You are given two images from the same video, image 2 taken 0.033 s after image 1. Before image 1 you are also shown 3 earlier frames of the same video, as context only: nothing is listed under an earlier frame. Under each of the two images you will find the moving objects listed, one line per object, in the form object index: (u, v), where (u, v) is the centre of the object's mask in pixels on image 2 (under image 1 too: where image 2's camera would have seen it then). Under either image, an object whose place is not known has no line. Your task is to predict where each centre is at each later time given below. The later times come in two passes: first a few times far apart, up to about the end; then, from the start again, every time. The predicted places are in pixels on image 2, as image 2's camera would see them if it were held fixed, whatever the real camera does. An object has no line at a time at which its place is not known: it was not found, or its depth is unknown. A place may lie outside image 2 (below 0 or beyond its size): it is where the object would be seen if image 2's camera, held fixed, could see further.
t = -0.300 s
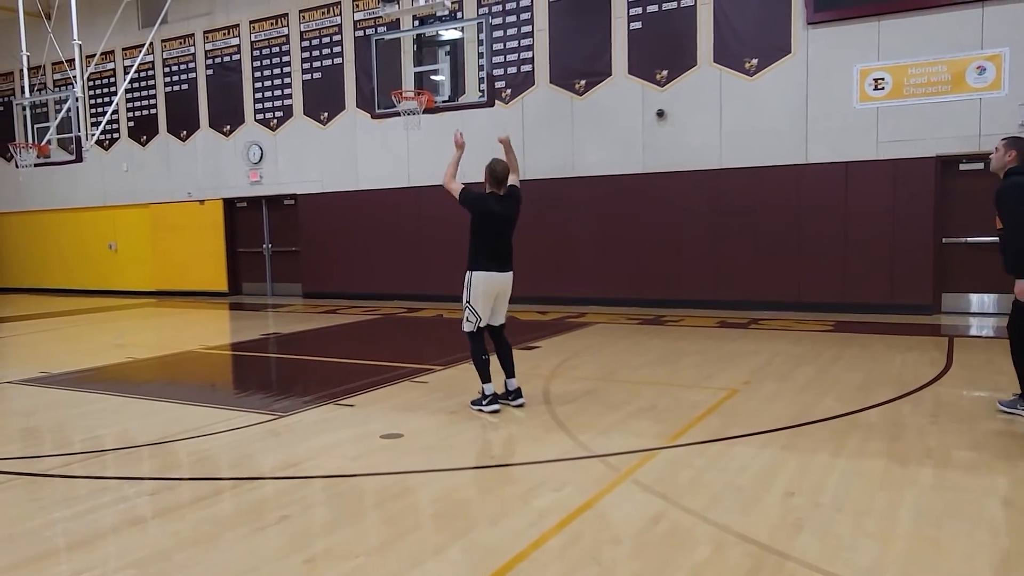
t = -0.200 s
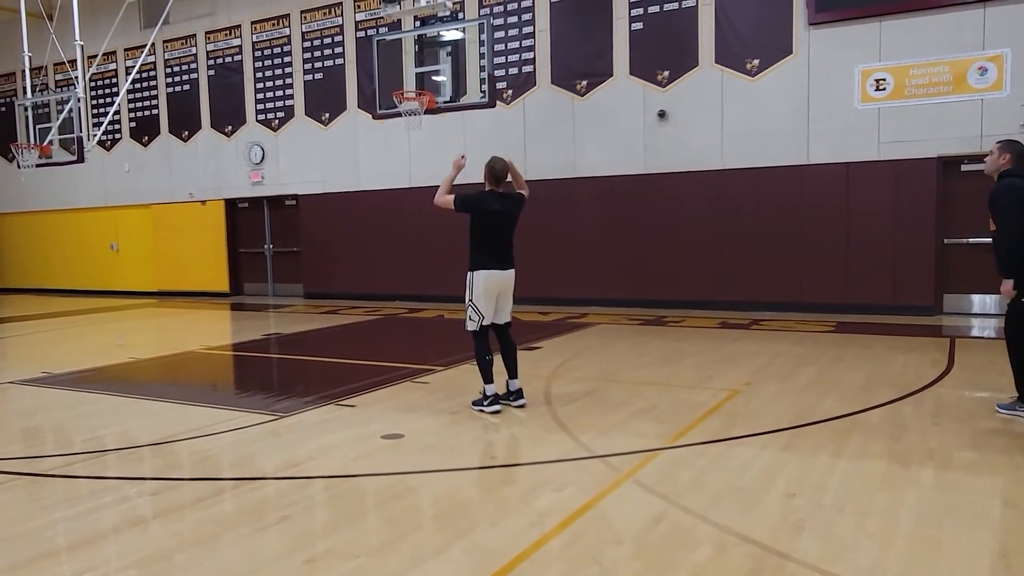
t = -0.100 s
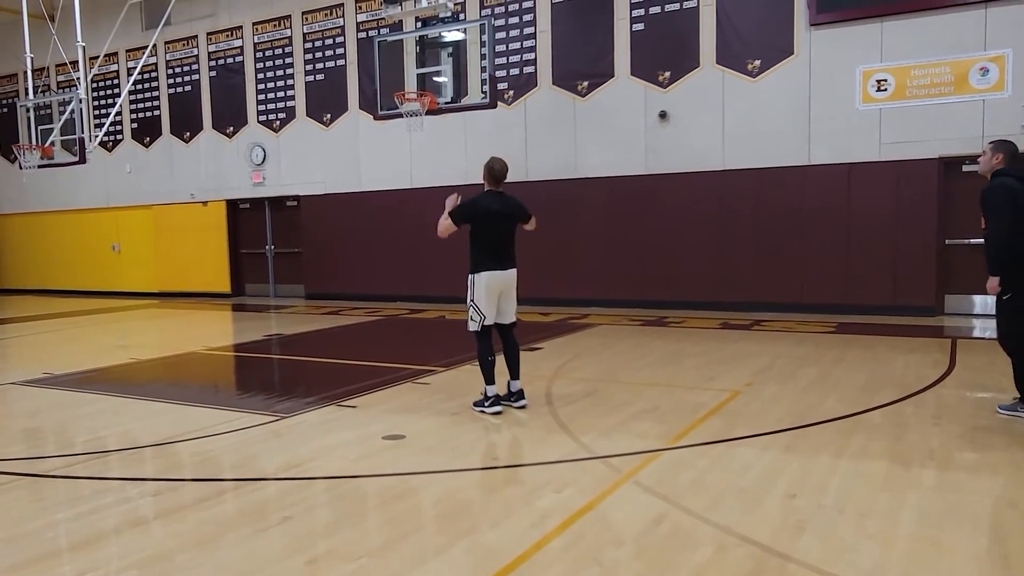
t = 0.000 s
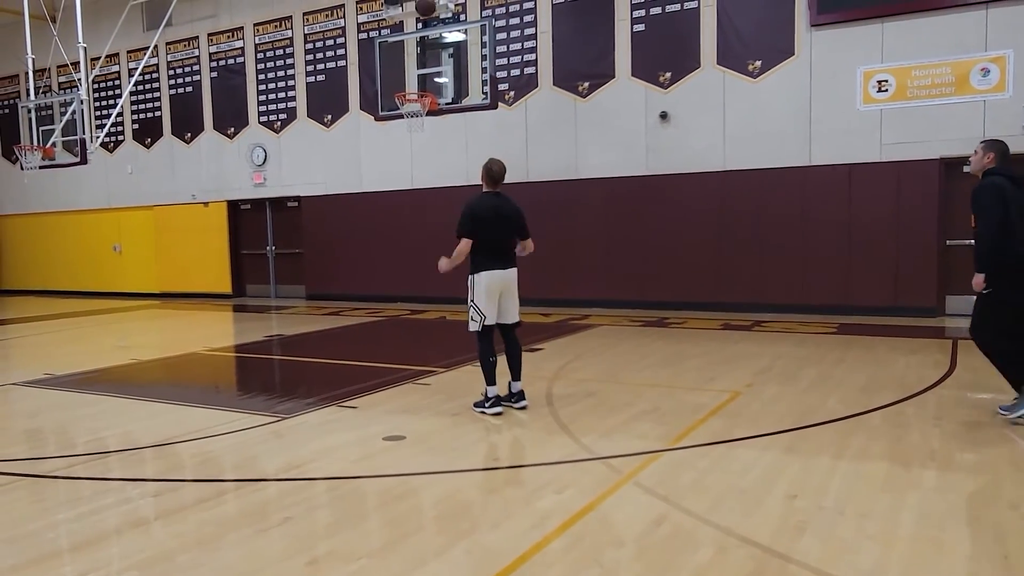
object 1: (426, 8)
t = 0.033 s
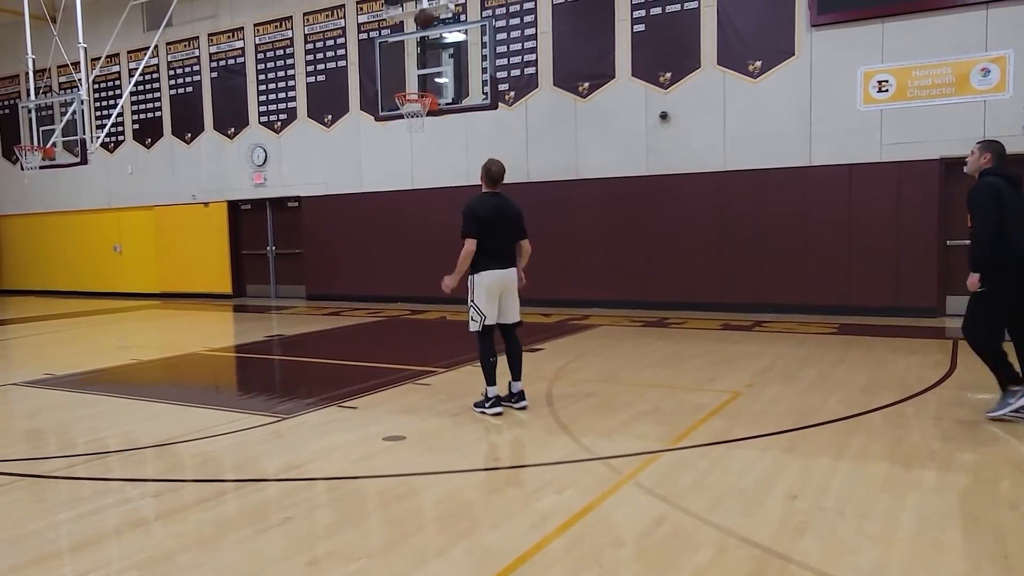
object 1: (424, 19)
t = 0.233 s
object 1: (418, 78)
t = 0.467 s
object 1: (417, 44)
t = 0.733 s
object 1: (418, 58)
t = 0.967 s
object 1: (413, 103)
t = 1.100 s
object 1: (402, 126)
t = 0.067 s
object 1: (423, 31)
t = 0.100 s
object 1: (420, 46)
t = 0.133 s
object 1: (420, 59)
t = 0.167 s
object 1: (419, 73)
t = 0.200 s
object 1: (418, 86)
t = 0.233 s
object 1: (418, 78)
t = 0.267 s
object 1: (418, 70)
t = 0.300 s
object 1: (417, 63)
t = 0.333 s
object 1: (418, 58)
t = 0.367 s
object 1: (417, 53)
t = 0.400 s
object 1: (417, 49)
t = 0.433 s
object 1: (417, 46)
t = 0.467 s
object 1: (417, 44)
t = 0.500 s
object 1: (418, 43)
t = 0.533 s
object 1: (418, 43)
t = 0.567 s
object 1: (418, 43)
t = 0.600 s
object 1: (418, 44)
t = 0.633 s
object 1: (417, 47)
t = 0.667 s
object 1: (418, 49)
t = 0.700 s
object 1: (419, 54)
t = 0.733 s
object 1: (418, 58)
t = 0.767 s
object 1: (419, 64)
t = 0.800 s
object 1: (420, 70)
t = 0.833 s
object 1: (420, 78)
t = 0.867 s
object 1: (420, 86)
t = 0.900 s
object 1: (419, 90)
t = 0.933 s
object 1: (415, 99)
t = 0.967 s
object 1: (413, 103)
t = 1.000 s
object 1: (413, 107)
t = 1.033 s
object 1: (407, 115)
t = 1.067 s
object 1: (404, 121)
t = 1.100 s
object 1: (402, 126)
